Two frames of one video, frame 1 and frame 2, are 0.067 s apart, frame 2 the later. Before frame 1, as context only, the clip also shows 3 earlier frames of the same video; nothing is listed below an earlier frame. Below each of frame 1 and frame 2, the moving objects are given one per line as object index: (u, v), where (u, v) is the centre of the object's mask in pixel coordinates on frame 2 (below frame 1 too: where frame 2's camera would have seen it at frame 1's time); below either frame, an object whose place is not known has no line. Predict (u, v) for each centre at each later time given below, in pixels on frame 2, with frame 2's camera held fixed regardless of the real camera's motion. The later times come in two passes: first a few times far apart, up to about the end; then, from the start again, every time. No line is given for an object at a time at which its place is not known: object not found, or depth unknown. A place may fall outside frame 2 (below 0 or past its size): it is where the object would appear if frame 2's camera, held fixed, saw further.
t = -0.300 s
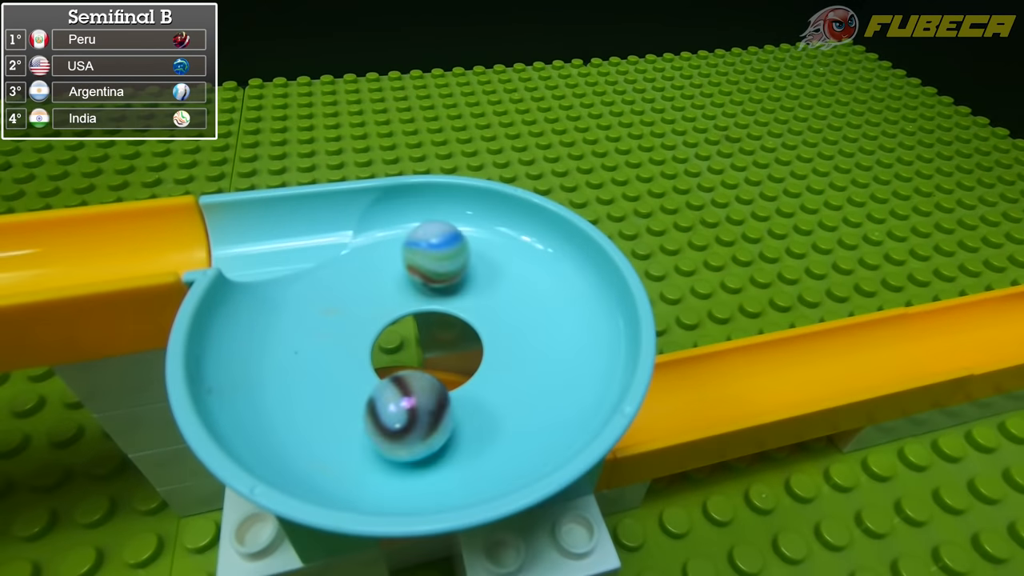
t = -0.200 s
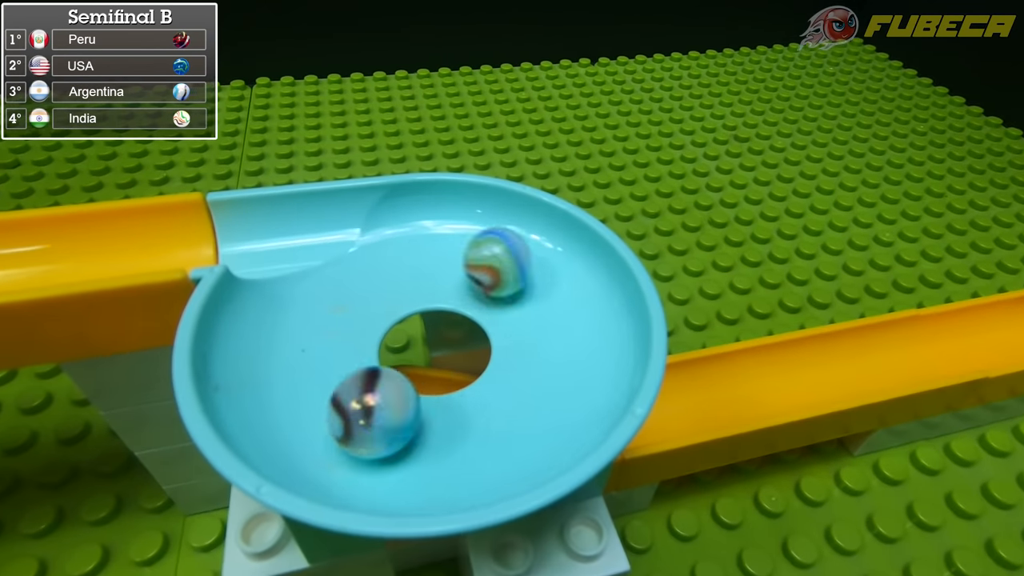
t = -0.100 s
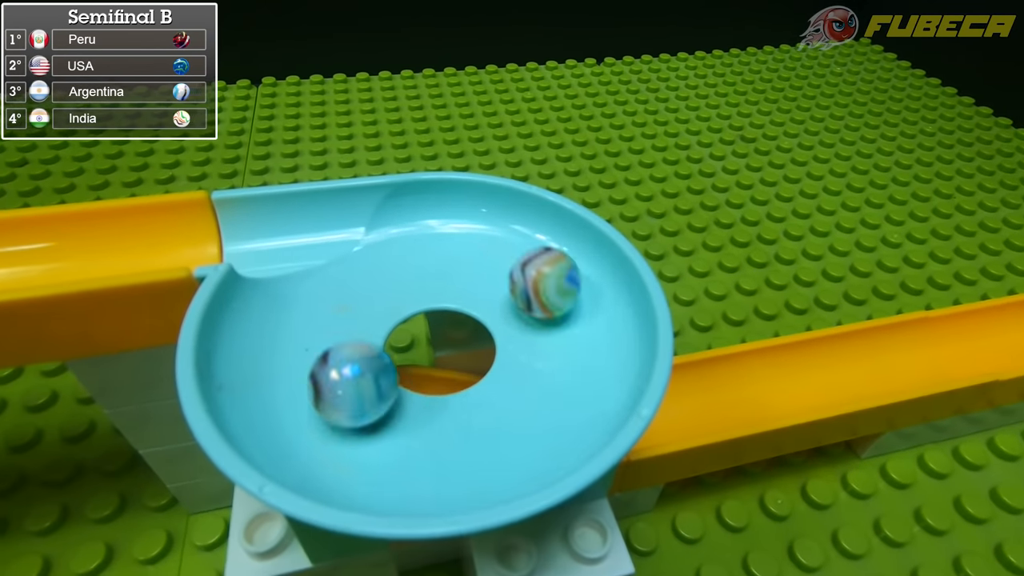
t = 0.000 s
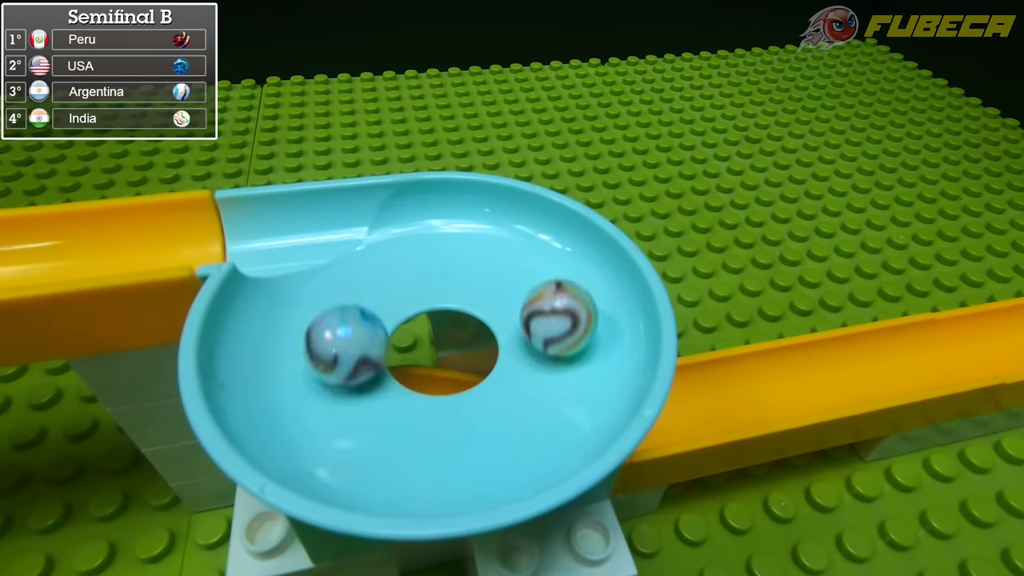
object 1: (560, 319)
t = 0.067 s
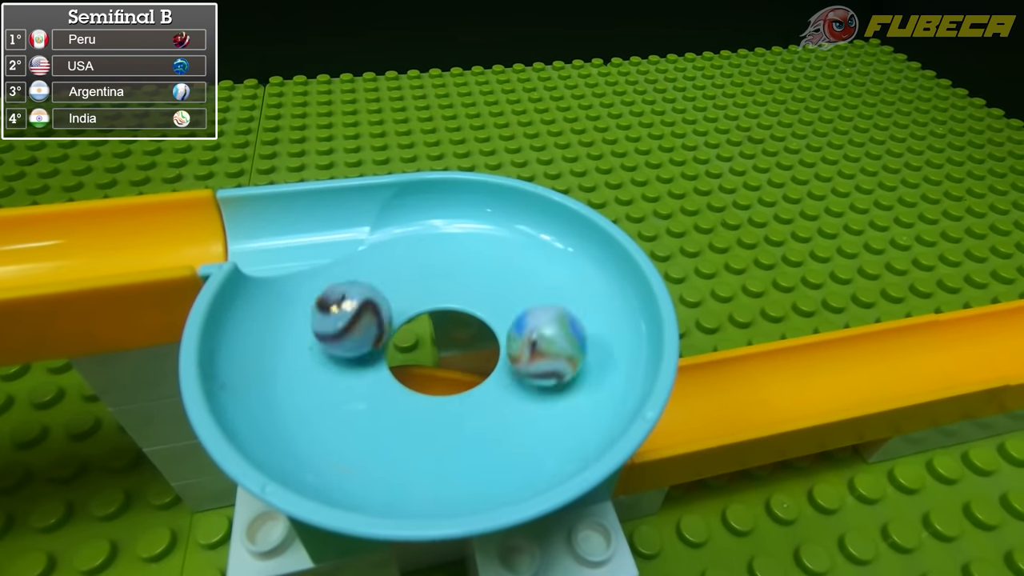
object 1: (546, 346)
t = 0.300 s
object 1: (422, 410)
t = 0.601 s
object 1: (329, 327)
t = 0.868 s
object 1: (425, 251)
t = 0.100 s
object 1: (535, 360)
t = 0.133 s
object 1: (521, 372)
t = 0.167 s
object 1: (505, 384)
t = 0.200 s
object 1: (486, 394)
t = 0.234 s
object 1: (465, 402)
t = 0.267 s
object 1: (444, 407)
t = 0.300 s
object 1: (422, 410)
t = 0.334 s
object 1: (400, 410)
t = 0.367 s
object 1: (380, 406)
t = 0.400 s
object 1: (363, 399)
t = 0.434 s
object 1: (349, 390)
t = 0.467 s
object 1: (338, 379)
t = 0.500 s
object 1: (331, 368)
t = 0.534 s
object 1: (327, 353)
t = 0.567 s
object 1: (326, 341)
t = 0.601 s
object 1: (329, 327)
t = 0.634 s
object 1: (335, 314)
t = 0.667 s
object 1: (345, 301)
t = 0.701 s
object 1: (356, 290)
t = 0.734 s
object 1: (370, 281)
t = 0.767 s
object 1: (383, 271)
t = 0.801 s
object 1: (396, 263)
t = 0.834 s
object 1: (410, 256)
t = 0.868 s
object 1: (425, 251)
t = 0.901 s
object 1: (441, 248)
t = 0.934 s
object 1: (456, 246)
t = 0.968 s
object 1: (470, 247)
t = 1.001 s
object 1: (483, 249)
